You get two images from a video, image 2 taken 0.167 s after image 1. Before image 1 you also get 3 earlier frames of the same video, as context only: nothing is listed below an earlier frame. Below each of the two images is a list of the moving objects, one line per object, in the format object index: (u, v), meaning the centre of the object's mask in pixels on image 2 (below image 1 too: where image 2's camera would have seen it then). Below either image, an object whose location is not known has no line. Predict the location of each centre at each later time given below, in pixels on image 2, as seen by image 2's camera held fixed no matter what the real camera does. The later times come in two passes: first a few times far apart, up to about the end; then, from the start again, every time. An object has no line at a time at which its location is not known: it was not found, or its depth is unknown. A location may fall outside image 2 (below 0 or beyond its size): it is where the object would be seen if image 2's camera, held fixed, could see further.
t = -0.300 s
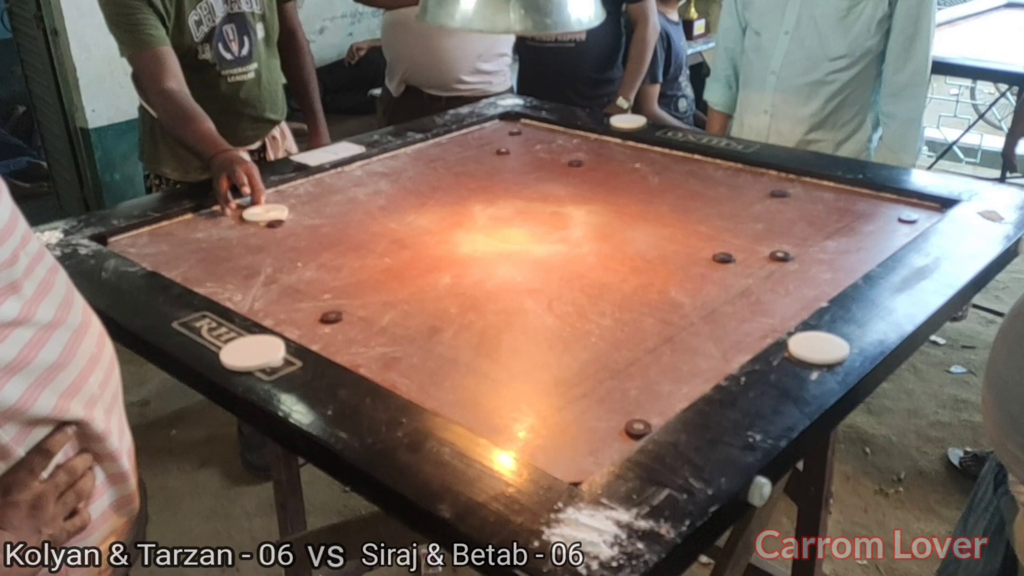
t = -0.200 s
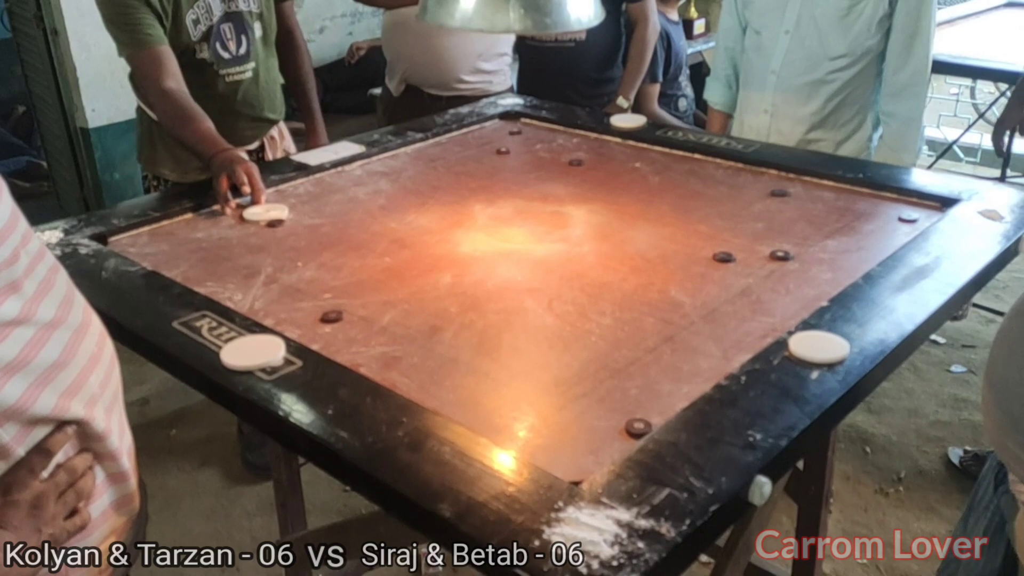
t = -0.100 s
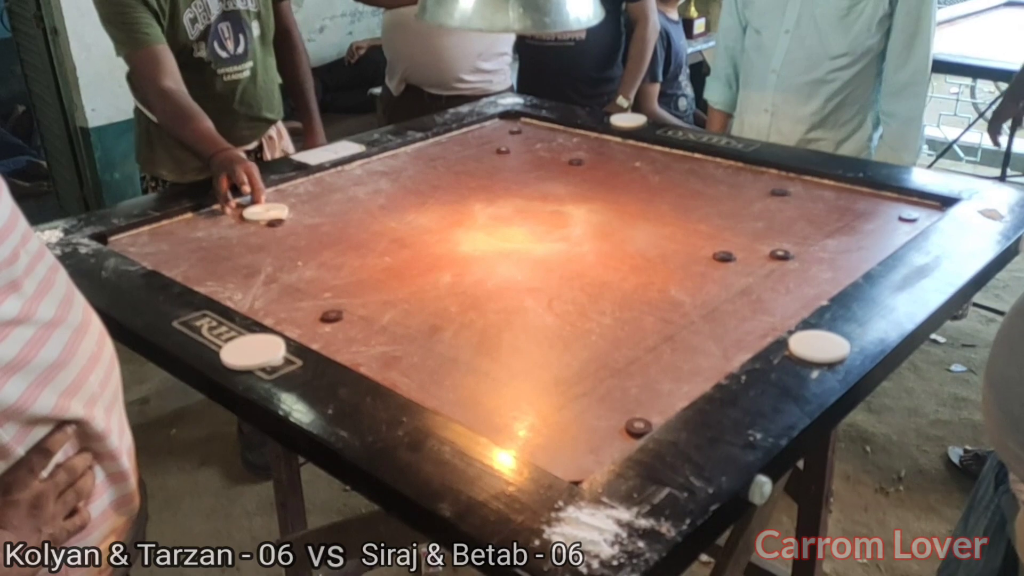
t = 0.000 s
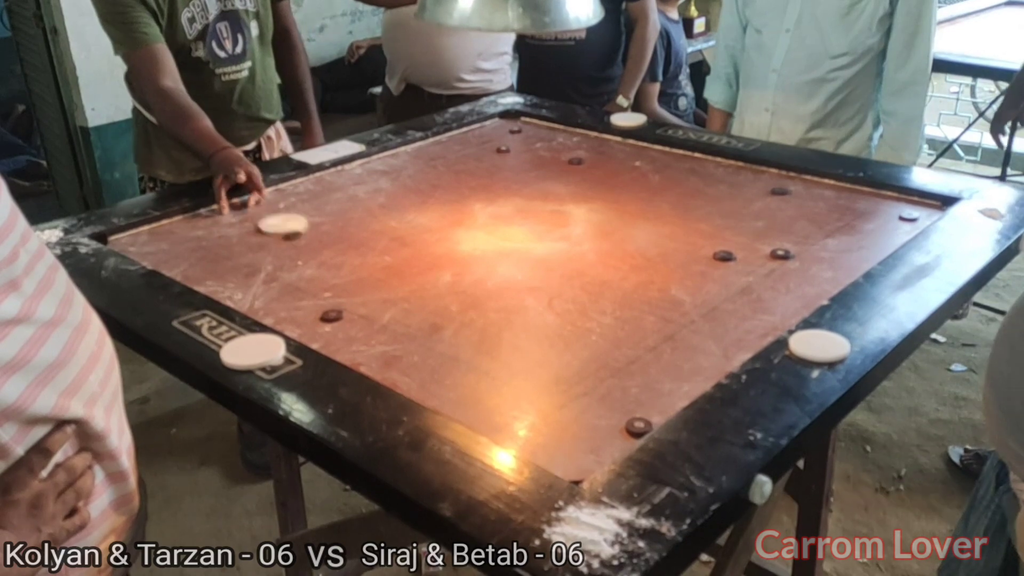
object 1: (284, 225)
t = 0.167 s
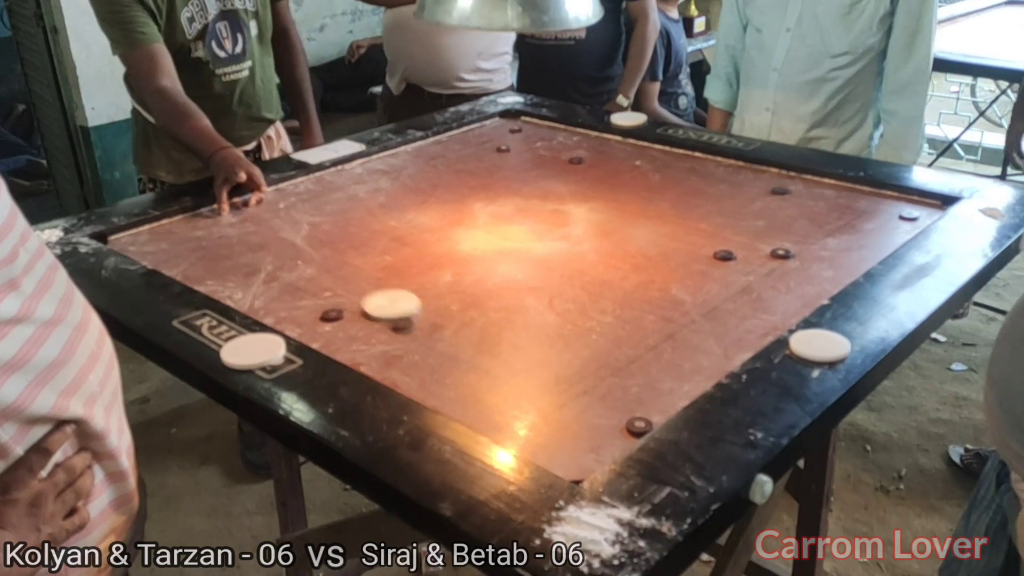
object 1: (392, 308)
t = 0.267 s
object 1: (484, 380)
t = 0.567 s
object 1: (376, 345)
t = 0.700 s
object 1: (313, 303)
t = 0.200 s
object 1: (420, 330)
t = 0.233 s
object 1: (451, 354)
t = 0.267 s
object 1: (484, 380)
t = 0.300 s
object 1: (521, 410)
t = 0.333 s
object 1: (564, 443)
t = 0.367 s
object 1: (562, 447)
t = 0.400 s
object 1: (517, 429)
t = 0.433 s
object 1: (478, 411)
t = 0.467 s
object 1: (449, 393)
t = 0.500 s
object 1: (423, 375)
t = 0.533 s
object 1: (398, 360)
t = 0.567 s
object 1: (376, 345)
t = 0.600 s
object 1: (356, 332)
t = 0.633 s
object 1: (340, 321)
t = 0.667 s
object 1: (326, 312)
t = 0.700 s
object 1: (313, 303)
